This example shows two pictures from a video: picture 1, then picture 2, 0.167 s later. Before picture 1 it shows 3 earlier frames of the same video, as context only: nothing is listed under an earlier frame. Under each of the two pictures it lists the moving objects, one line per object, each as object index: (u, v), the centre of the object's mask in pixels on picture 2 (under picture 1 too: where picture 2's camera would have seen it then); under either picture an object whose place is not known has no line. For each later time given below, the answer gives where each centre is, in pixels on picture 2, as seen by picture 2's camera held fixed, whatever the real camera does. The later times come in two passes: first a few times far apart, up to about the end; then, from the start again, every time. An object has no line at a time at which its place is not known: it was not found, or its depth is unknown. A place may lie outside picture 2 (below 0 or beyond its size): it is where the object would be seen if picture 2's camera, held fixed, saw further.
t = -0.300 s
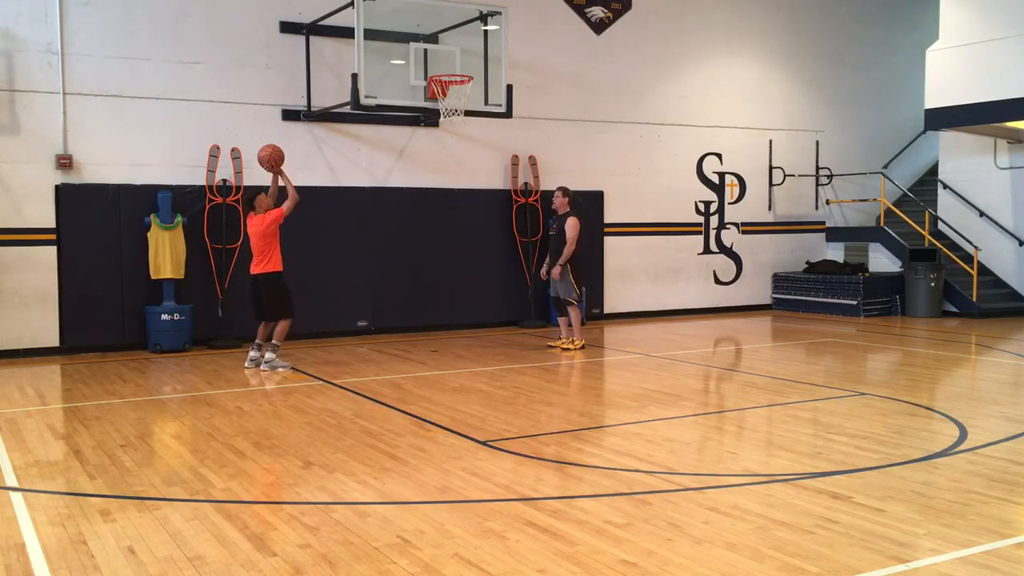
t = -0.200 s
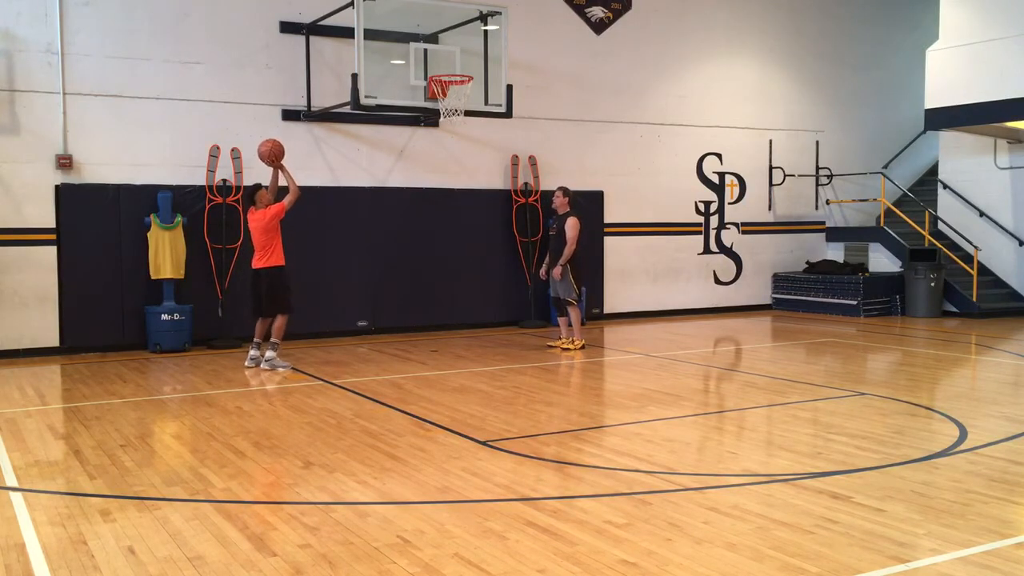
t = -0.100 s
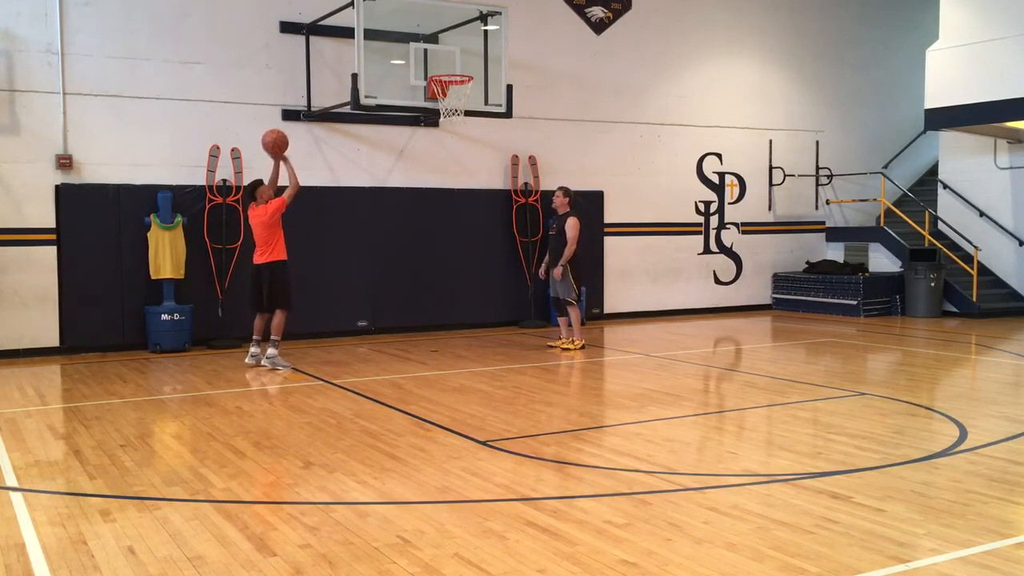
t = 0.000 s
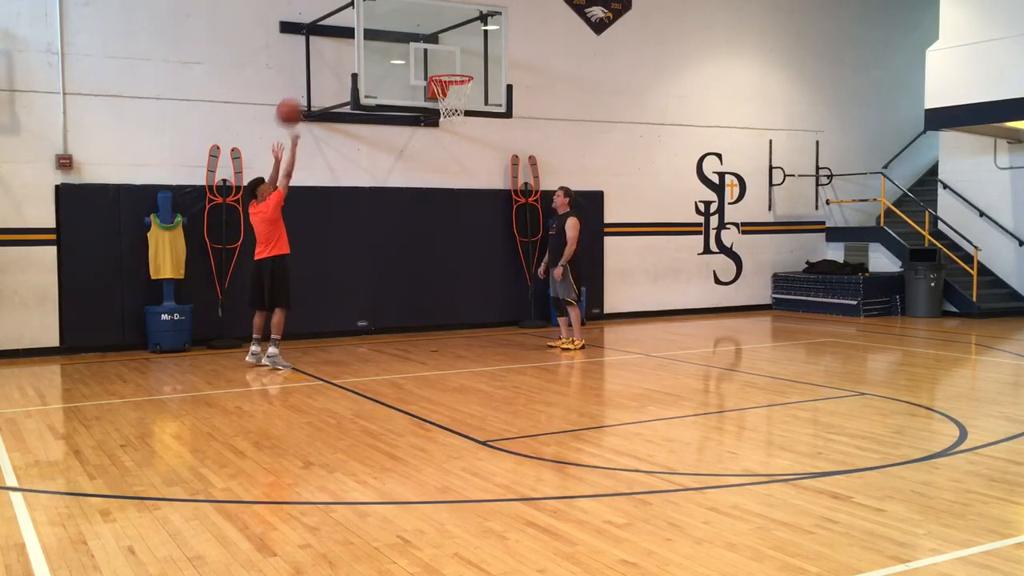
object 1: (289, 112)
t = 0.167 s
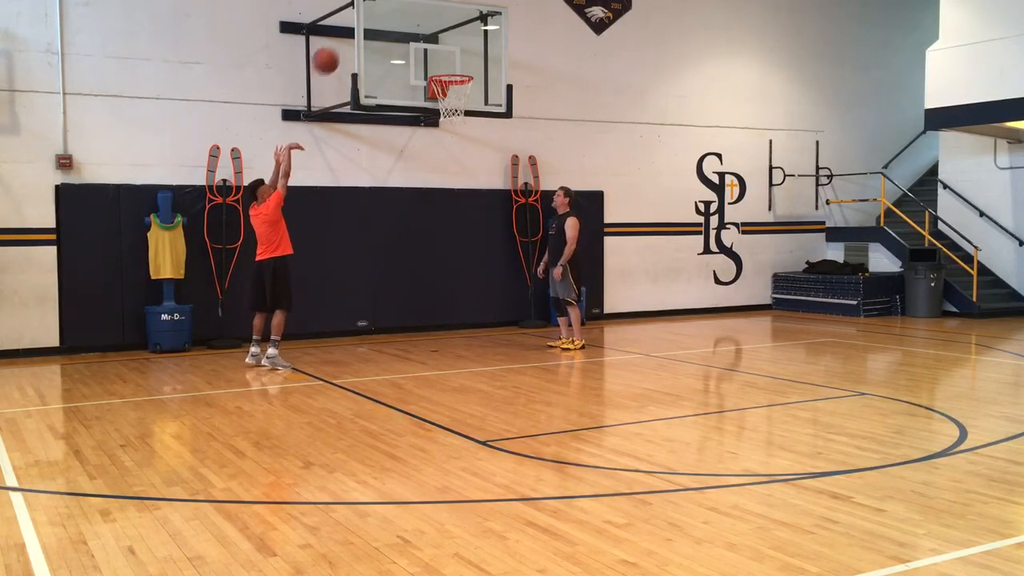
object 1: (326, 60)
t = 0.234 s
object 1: (340, 47)
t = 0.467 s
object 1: (389, 36)
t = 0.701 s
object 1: (431, 60)
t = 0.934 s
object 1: (442, 53)
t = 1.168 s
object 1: (458, 95)
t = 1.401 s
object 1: (460, 172)
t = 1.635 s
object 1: (466, 292)
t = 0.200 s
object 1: (332, 53)
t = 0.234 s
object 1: (340, 47)
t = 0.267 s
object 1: (346, 43)
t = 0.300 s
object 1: (353, 39)
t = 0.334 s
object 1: (360, 36)
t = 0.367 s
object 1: (368, 34)
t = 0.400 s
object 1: (375, 34)
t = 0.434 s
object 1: (382, 34)
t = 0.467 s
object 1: (389, 36)
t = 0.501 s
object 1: (396, 38)
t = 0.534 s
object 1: (403, 42)
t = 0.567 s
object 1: (410, 46)
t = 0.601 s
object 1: (417, 52)
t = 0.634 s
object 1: (423, 58)
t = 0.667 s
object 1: (429, 64)
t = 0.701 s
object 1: (431, 60)
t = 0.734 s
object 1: (432, 56)
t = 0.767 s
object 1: (434, 52)
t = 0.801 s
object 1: (436, 51)
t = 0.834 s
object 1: (437, 50)
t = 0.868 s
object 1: (438, 50)
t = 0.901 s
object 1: (440, 51)
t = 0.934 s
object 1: (442, 53)
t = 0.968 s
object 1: (443, 56)
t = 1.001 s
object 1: (445, 60)
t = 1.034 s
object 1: (446, 64)
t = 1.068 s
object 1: (448, 67)
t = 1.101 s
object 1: (450, 71)
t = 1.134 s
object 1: (455, 89)
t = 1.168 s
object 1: (458, 95)
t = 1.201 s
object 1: (458, 103)
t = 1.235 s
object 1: (456, 114)
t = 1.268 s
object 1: (456, 126)
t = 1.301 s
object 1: (457, 134)
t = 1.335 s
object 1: (458, 146)
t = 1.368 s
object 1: (459, 158)
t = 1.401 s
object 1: (460, 172)
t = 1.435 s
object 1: (460, 187)
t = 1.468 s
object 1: (461, 203)
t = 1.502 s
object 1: (462, 218)
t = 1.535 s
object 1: (463, 235)
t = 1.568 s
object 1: (464, 254)
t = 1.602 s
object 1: (465, 272)
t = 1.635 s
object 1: (466, 292)
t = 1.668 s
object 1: (467, 312)
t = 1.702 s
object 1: (468, 335)
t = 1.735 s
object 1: (469, 336)
